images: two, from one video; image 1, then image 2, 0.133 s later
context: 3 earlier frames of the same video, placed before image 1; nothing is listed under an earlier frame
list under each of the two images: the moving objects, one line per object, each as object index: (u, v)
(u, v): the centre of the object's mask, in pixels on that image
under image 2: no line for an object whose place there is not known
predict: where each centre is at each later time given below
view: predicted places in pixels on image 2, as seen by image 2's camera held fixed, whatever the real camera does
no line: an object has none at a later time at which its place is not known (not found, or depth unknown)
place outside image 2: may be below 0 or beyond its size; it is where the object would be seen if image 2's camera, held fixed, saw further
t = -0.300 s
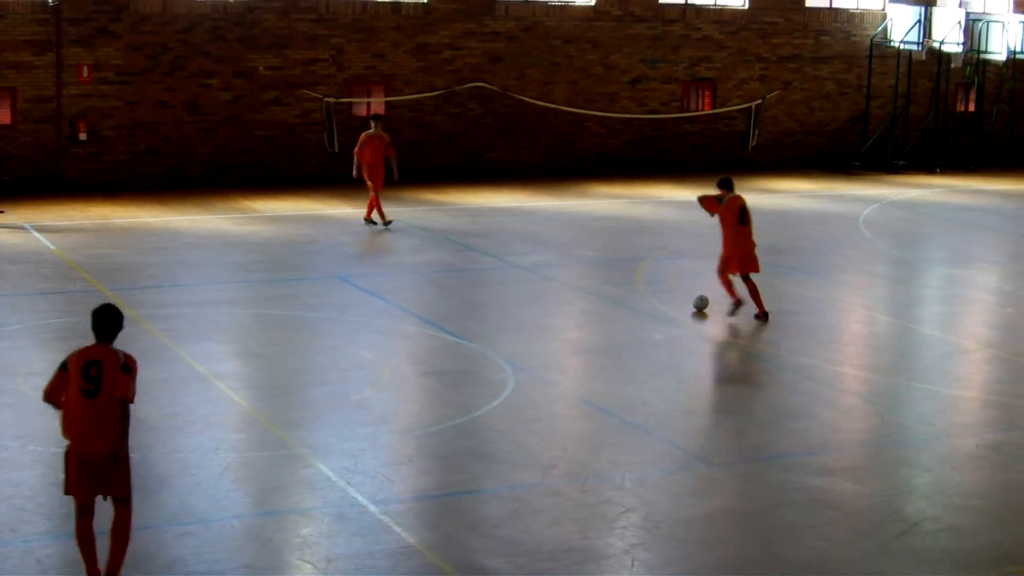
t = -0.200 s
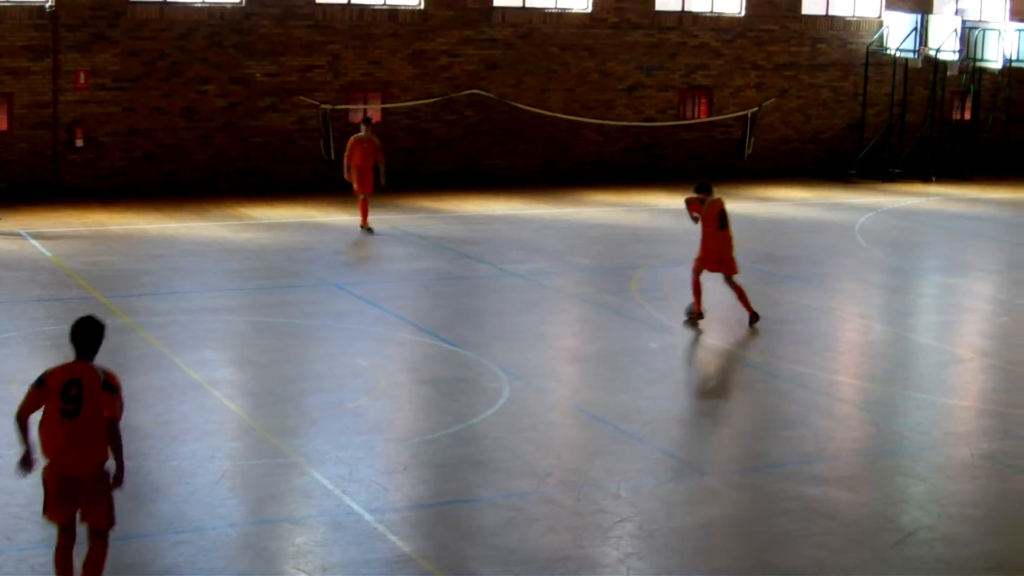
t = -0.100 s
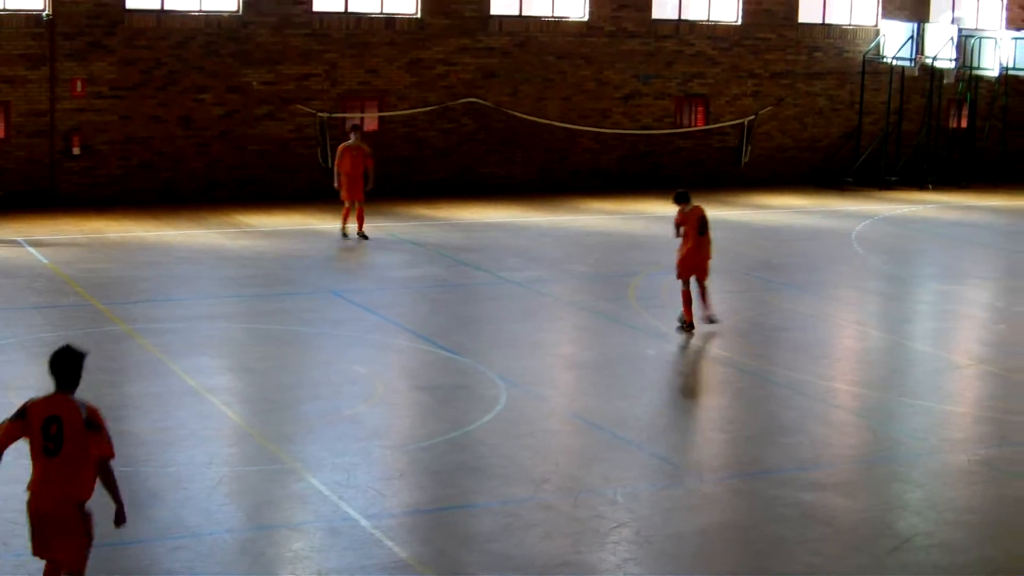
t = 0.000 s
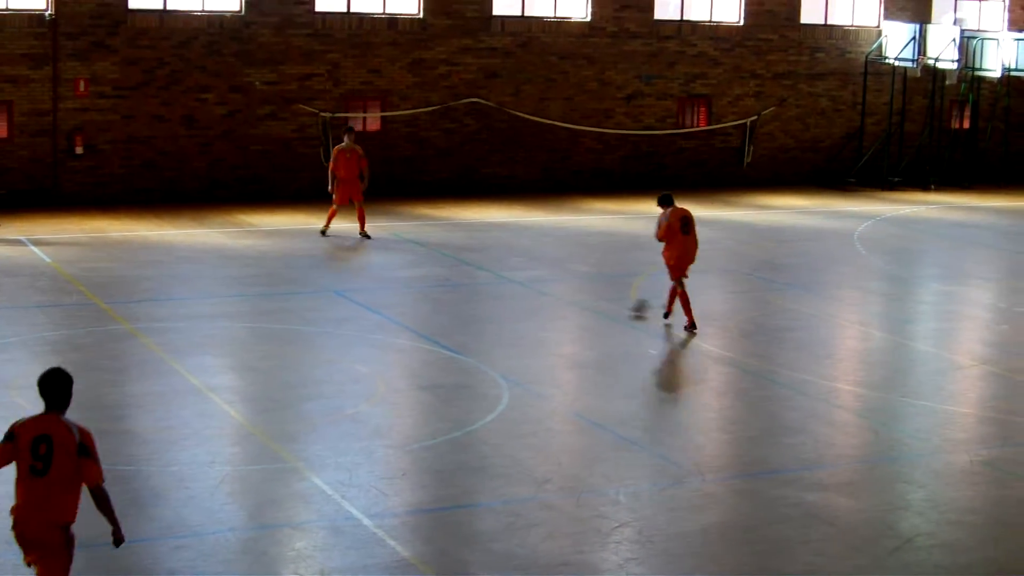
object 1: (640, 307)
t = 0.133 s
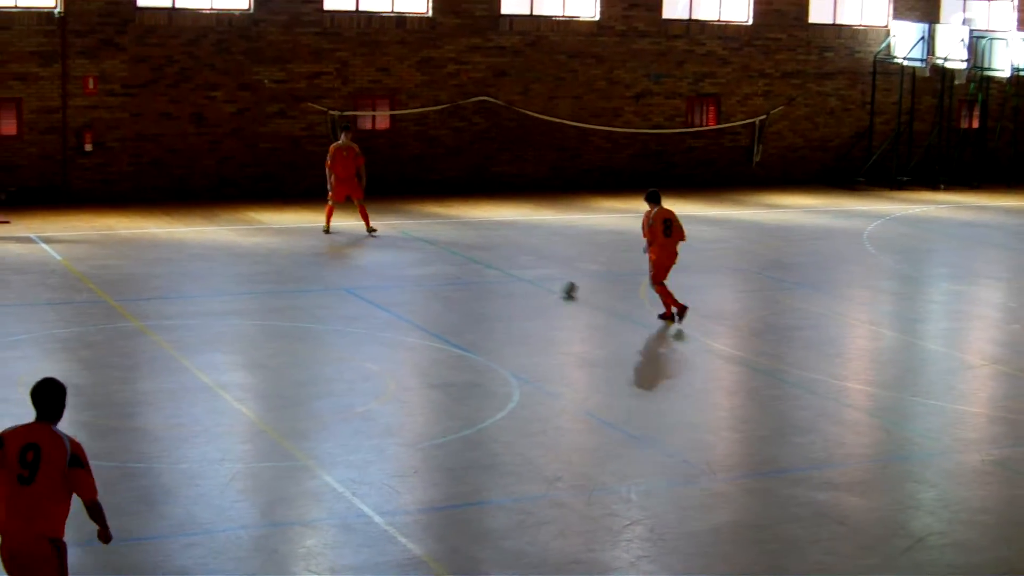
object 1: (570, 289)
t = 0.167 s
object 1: (552, 285)
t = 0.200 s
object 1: (537, 283)
